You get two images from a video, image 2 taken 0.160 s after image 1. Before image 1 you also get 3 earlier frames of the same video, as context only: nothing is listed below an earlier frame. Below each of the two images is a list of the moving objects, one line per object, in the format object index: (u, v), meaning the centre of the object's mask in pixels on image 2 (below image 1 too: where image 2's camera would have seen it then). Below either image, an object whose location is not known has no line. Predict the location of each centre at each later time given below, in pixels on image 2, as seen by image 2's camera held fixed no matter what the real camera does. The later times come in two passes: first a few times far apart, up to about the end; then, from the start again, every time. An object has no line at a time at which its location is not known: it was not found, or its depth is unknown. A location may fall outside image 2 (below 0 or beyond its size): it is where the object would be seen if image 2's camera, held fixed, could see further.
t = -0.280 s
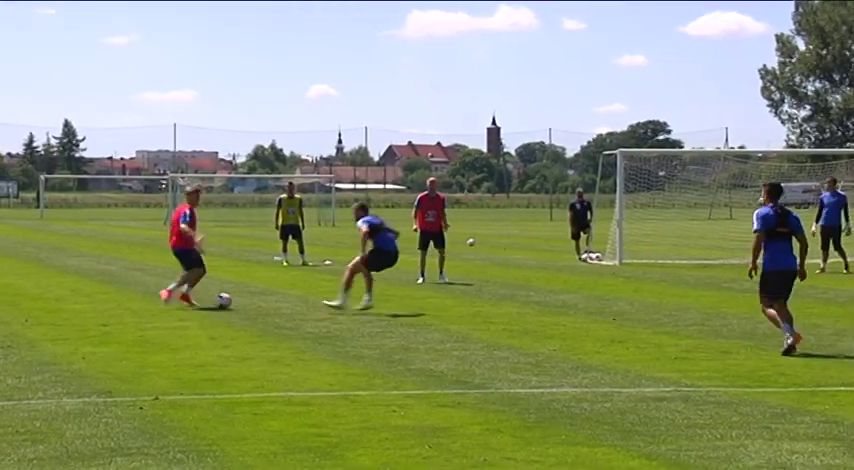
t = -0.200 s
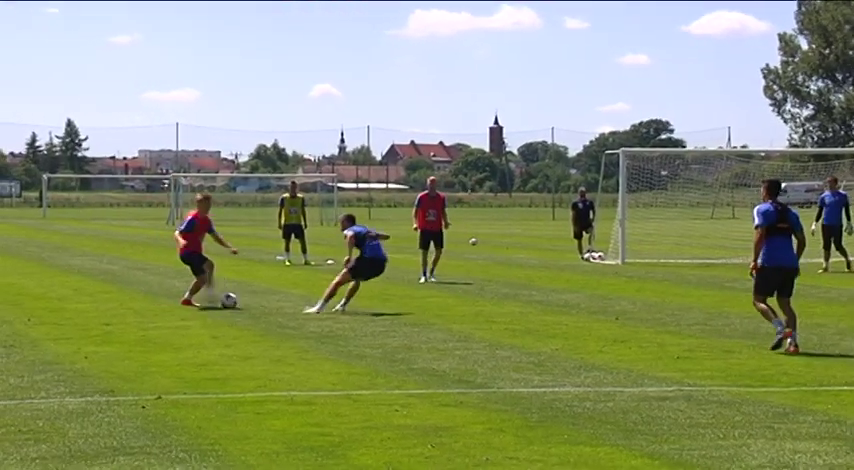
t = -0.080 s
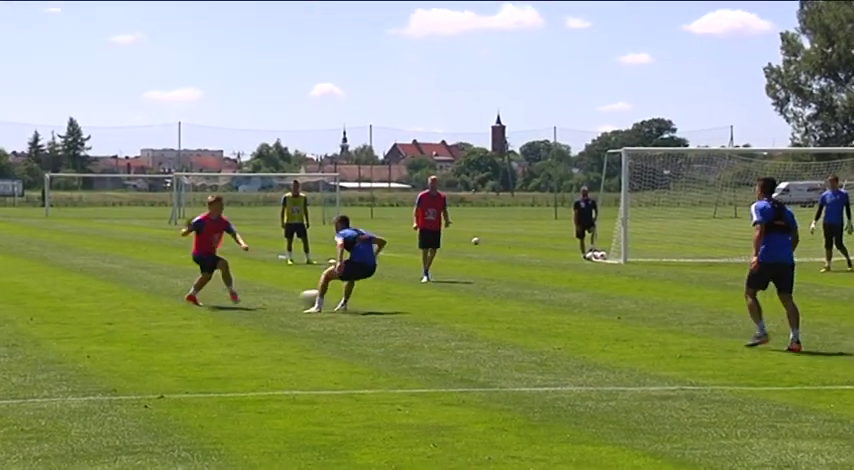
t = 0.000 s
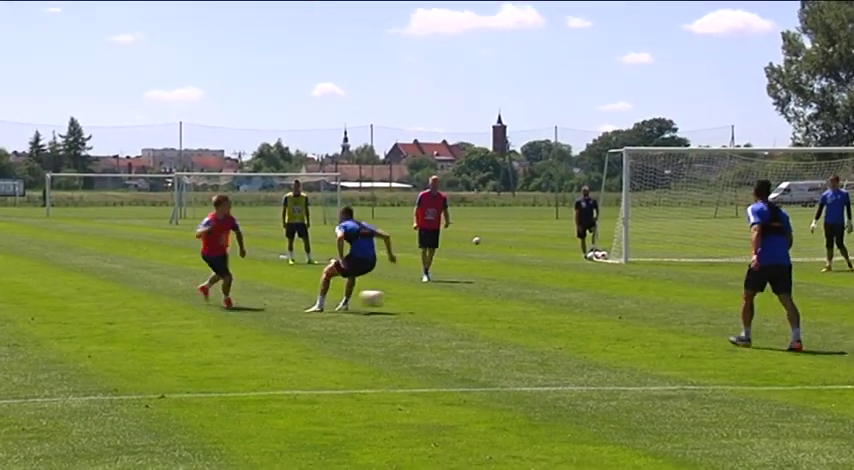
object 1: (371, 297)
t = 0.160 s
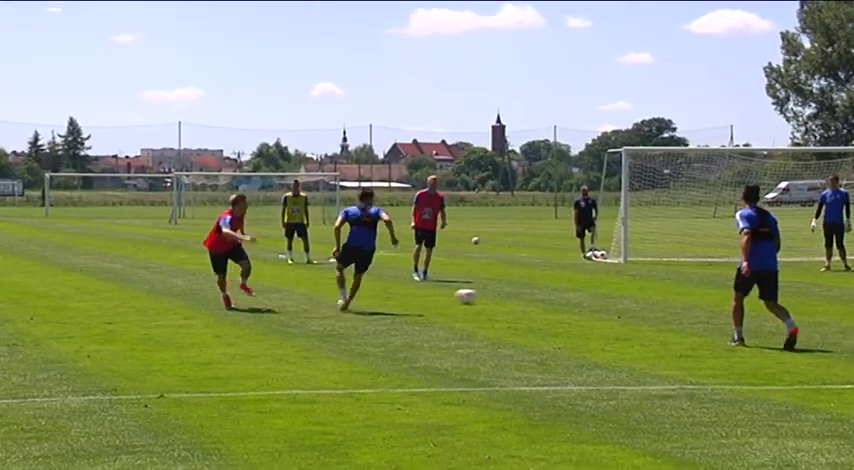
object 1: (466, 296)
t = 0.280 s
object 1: (528, 297)
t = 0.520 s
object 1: (635, 297)
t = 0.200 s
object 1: (487, 297)
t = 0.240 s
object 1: (508, 297)
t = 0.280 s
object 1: (528, 297)
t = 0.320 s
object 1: (547, 297)
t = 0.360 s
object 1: (565, 298)
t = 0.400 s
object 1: (583, 297)
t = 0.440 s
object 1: (601, 297)
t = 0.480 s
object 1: (618, 297)
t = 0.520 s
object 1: (635, 297)
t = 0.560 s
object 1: (652, 298)
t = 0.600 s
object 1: (668, 297)
